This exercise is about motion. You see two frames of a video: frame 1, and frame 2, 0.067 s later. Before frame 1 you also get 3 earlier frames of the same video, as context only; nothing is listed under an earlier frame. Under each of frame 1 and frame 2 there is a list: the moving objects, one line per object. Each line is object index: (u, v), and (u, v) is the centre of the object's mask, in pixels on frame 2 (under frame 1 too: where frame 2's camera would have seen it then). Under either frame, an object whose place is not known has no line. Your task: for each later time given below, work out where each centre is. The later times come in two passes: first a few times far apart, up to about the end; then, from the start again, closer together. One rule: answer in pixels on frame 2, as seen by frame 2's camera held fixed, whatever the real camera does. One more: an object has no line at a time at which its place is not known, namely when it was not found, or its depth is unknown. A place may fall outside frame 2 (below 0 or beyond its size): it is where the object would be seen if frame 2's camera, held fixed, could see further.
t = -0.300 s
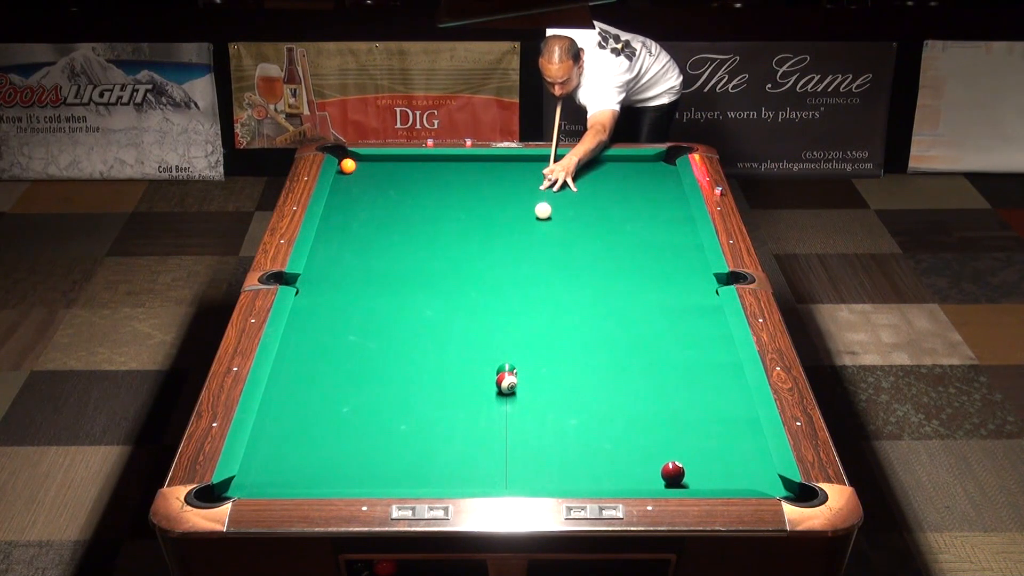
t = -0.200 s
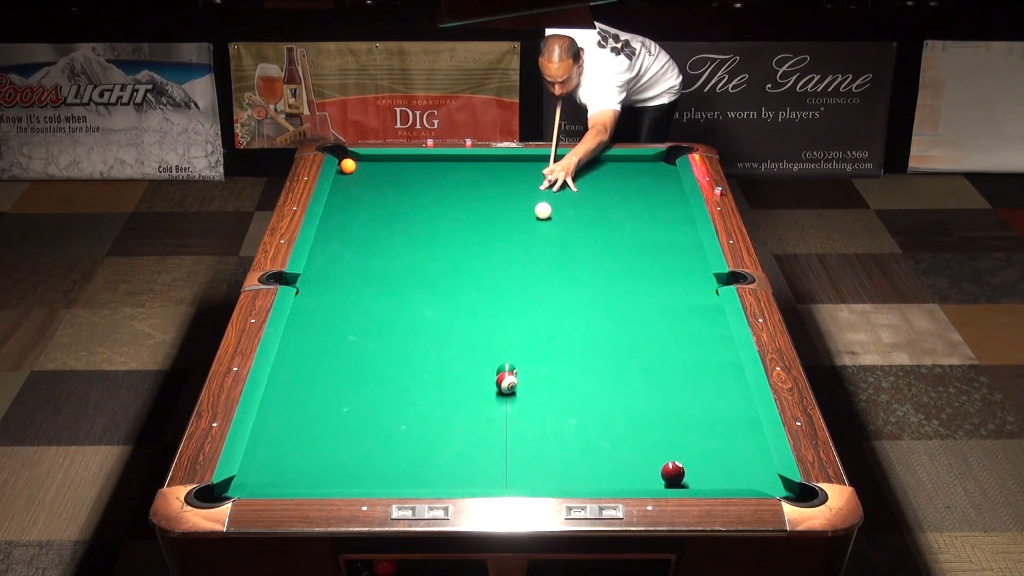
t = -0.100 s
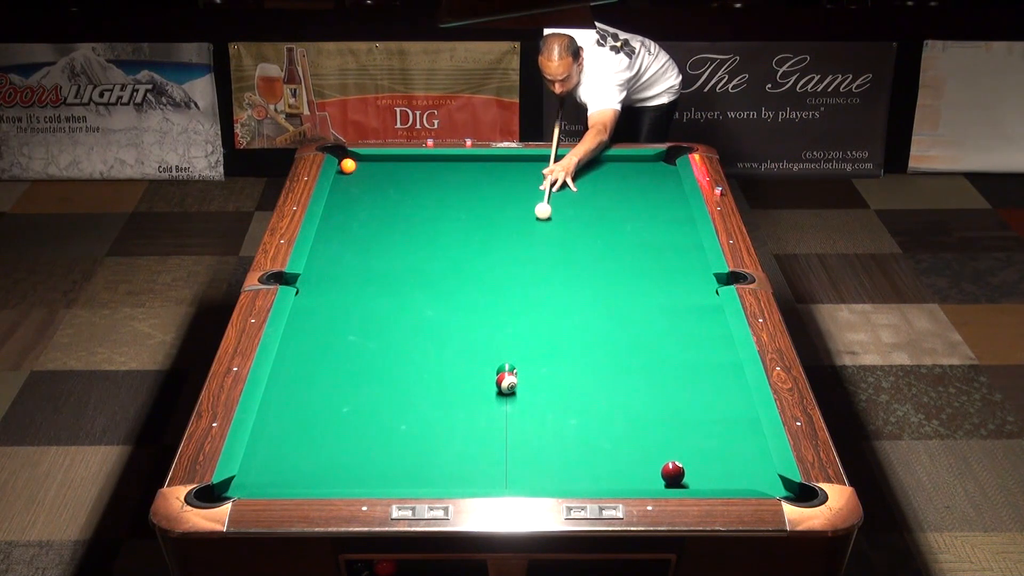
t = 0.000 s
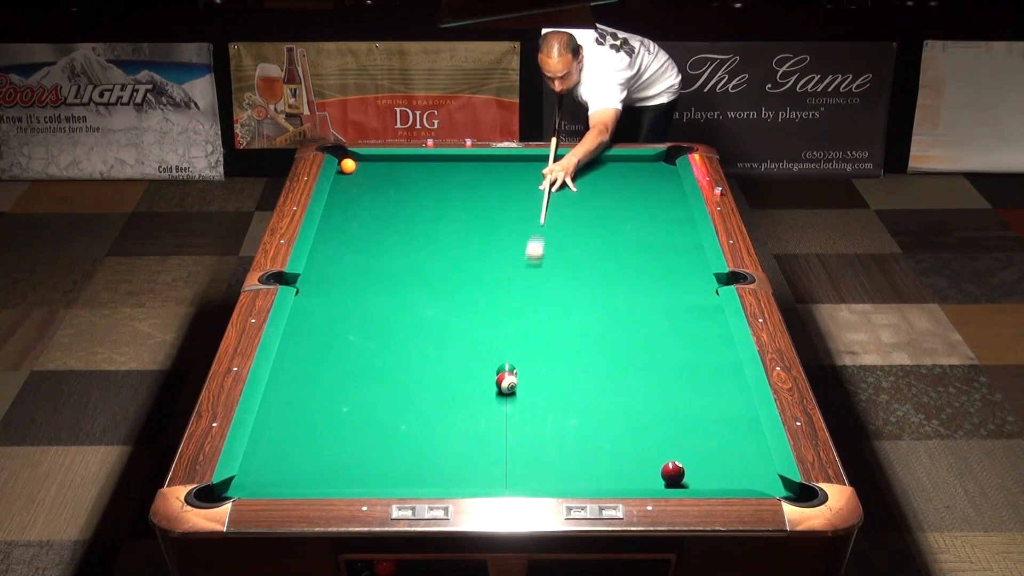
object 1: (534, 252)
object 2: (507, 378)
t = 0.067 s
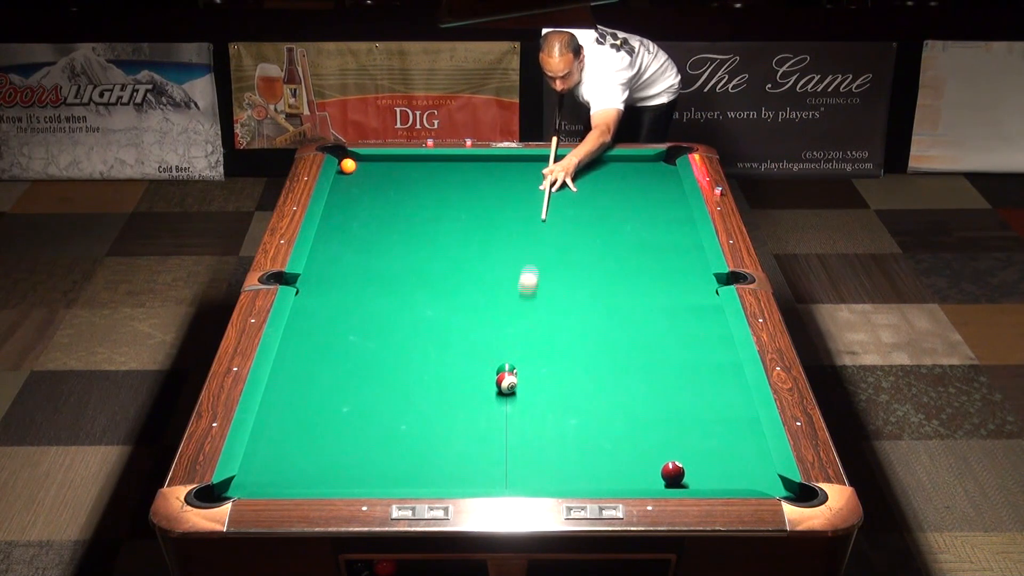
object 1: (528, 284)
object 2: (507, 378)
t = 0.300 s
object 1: (520, 362)
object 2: (502, 418)
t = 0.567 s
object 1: (550, 342)
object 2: (483, 441)
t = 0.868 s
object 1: (578, 318)
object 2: (468, 370)
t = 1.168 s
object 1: (604, 296)
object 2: (455, 313)
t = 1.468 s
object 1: (627, 276)
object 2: (443, 265)
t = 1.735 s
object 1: (646, 260)
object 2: (435, 228)
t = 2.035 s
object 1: (665, 244)
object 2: (426, 193)
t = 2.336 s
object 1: (683, 230)
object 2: (419, 162)
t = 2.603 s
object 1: (680, 220)
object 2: (412, 171)
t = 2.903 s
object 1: (667, 211)
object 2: (404, 187)
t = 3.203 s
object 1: (656, 203)
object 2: (396, 204)
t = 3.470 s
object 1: (647, 197)
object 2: (388, 220)
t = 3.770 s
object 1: (638, 190)
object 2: (380, 237)
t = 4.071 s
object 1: (630, 185)
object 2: (372, 254)
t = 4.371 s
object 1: (623, 180)
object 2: (363, 273)
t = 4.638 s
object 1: (617, 177)
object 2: (355, 289)
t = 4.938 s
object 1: (612, 173)
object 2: (347, 308)
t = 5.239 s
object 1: (607, 170)
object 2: (338, 327)
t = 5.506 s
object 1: (605, 168)
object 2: (331, 343)
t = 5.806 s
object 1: (602, 167)
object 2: (322, 361)
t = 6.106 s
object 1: (601, 166)
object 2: (314, 380)
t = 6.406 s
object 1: (599, 165)
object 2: (305, 399)
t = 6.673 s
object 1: (599, 165)
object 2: (298, 415)
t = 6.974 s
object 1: (599, 165)
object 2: (290, 432)
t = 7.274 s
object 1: (599, 165)
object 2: (282, 450)
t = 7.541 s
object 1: (599, 165)
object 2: (276, 465)
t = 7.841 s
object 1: (599, 165)
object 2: (269, 480)
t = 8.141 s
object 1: (599, 165)
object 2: (265, 481)
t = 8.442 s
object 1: (599, 165)
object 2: (263, 477)
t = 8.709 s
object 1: (599, 165)
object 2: (262, 473)
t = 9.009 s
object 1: (599, 165)
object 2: (259, 468)
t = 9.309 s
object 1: (599, 165)
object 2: (261, 468)
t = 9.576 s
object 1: (599, 165)
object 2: (261, 468)
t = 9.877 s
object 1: (599, 165)
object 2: (262, 468)
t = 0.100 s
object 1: (524, 301)
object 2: (507, 378)
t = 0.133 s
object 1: (521, 317)
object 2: (506, 378)
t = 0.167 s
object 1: (517, 334)
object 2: (506, 378)
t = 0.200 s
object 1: (514, 351)
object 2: (506, 378)
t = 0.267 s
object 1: (516, 363)
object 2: (502, 388)
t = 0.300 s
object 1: (520, 362)
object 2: (502, 418)
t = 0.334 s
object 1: (524, 361)
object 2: (500, 436)
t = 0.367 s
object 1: (529, 359)
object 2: (498, 454)
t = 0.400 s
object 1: (532, 357)
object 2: (496, 472)
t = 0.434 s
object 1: (536, 354)
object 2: (492, 479)
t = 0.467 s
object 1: (540, 351)
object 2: (490, 471)
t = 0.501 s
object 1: (543, 348)
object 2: (488, 462)
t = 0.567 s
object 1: (550, 342)
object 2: (483, 441)
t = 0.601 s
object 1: (553, 339)
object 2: (482, 433)
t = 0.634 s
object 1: (556, 337)
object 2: (480, 425)
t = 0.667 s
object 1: (560, 334)
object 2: (478, 415)
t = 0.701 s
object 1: (563, 331)
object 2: (476, 409)
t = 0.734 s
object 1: (566, 328)
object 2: (475, 400)
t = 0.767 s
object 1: (569, 325)
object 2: (473, 392)
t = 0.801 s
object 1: (572, 323)
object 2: (471, 385)
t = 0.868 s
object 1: (578, 318)
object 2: (468, 370)
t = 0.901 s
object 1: (581, 315)
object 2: (466, 364)
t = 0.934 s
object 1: (584, 313)
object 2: (465, 356)
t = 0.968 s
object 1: (587, 310)
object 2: (463, 351)
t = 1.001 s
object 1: (590, 308)
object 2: (462, 344)
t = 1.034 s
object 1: (593, 305)
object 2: (460, 337)
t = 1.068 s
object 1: (596, 303)
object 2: (459, 331)
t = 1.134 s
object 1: (601, 298)
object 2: (456, 319)
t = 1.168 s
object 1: (604, 296)
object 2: (455, 313)
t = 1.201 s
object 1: (607, 294)
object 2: (453, 307)
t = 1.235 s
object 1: (609, 291)
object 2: (452, 301)
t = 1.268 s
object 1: (612, 289)
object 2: (451, 296)
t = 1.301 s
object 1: (615, 287)
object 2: (450, 290)
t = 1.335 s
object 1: (617, 284)
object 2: (448, 285)
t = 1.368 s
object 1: (620, 283)
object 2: (447, 280)
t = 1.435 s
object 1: (625, 278)
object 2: (445, 270)
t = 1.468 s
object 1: (627, 276)
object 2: (443, 265)
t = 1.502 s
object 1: (629, 274)
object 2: (442, 260)
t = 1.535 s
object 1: (632, 272)
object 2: (441, 256)
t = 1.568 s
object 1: (634, 270)
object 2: (440, 250)
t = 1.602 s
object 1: (637, 268)
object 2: (439, 246)
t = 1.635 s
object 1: (639, 266)
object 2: (437, 241)
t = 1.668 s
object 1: (641, 264)
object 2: (437, 237)
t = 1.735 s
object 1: (646, 260)
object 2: (435, 228)
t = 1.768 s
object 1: (648, 258)
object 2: (433, 224)
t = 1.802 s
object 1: (650, 257)
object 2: (433, 220)
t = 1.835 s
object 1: (653, 255)
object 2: (432, 216)
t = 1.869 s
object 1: (655, 253)
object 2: (431, 211)
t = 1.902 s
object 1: (657, 251)
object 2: (430, 208)
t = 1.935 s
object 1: (659, 249)
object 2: (429, 203)
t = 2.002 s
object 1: (663, 246)
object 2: (427, 196)
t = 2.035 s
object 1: (665, 244)
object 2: (426, 193)
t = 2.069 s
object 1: (667, 243)
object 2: (425, 189)
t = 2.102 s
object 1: (669, 241)
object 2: (424, 185)
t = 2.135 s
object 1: (671, 239)
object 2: (424, 182)
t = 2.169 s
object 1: (673, 238)
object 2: (423, 177)
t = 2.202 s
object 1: (675, 236)
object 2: (421, 175)
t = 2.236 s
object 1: (677, 235)
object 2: (420, 171)
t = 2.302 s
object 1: (681, 232)
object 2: (420, 165)
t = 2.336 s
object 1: (683, 230)
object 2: (419, 162)
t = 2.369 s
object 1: (685, 229)
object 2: (417, 159)
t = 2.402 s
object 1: (686, 227)
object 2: (416, 159)
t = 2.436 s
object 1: (687, 226)
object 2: (416, 162)
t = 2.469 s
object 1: (686, 225)
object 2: (415, 164)
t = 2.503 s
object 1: (684, 224)
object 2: (415, 165)
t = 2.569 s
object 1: (681, 221)
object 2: (413, 169)
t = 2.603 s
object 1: (680, 220)
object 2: (412, 171)
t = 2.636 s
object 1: (678, 219)
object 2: (411, 172)
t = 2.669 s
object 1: (677, 218)
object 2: (410, 174)
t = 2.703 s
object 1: (675, 217)
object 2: (409, 176)
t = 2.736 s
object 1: (674, 216)
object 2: (408, 178)
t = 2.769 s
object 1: (673, 215)
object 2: (408, 180)
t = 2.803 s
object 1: (671, 214)
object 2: (407, 181)
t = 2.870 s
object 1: (669, 212)
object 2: (405, 186)
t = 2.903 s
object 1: (667, 211)
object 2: (404, 187)
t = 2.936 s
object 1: (666, 210)
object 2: (403, 189)
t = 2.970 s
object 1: (665, 209)
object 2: (402, 190)
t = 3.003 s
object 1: (664, 208)
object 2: (401, 193)
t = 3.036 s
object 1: (662, 207)
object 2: (401, 195)
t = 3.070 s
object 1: (661, 206)
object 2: (400, 196)
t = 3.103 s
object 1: (660, 205)
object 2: (399, 198)
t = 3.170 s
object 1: (657, 204)
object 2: (397, 203)
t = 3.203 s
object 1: (656, 203)
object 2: (396, 204)
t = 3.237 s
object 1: (655, 202)
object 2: (395, 206)
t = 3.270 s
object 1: (654, 201)
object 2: (394, 207)
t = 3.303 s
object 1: (653, 200)
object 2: (393, 210)
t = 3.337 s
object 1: (652, 200)
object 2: (392, 212)
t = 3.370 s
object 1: (651, 199)
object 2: (391, 214)
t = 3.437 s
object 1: (648, 197)
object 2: (390, 217)
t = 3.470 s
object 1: (647, 197)
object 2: (388, 220)
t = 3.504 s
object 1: (646, 196)
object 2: (387, 221)
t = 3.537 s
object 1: (645, 195)
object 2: (386, 223)
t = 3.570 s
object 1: (644, 195)
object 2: (385, 225)
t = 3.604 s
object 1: (643, 194)
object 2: (384, 227)
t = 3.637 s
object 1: (642, 193)
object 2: (384, 229)
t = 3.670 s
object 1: (641, 192)
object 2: (383, 231)
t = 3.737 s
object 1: (639, 191)
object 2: (381, 234)
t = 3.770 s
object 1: (638, 190)
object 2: (380, 237)
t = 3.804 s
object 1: (637, 190)
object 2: (379, 239)
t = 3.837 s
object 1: (636, 189)
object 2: (378, 241)
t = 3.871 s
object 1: (635, 188)
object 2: (377, 243)
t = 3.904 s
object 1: (634, 188)
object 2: (376, 244)
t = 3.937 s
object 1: (633, 187)
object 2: (375, 247)
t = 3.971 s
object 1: (633, 187)
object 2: (374, 249)
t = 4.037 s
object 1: (631, 186)
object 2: (373, 252)
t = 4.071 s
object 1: (630, 185)
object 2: (372, 254)
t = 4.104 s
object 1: (629, 184)
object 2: (371, 257)
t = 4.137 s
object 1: (628, 184)
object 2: (369, 259)
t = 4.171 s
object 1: (627, 183)
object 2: (369, 261)
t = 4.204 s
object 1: (627, 183)
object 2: (368, 263)
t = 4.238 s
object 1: (626, 182)
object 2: (366, 265)
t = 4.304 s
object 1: (624, 181)
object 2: (365, 269)
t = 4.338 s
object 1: (624, 181)
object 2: (364, 271)
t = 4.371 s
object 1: (623, 180)
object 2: (363, 273)
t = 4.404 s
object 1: (622, 180)
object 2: (362, 274)
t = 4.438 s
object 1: (621, 179)
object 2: (361, 277)
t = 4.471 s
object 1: (621, 179)
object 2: (360, 279)
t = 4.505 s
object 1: (620, 178)
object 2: (359, 281)
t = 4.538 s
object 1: (619, 178)
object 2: (358, 283)
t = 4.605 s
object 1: (618, 177)
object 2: (356, 287)
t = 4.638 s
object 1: (617, 177)
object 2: (355, 289)
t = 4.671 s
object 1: (617, 176)
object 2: (355, 291)
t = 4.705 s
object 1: (616, 176)
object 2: (353, 293)
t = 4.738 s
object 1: (615, 176)
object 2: (353, 295)
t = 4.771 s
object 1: (615, 175)
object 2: (352, 297)
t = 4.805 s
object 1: (614, 175)
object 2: (351, 299)
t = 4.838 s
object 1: (614, 174)
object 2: (349, 302)
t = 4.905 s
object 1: (612, 174)
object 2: (347, 306)
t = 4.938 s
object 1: (612, 173)
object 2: (347, 308)
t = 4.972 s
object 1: (611, 173)
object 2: (345, 309)
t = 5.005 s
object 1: (611, 173)
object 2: (344, 312)
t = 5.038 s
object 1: (610, 172)
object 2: (344, 314)
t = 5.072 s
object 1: (610, 172)
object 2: (343, 316)
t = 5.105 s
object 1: (609, 172)
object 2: (342, 318)
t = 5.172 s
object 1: (608, 171)
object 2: (340, 321)
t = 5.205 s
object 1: (608, 171)
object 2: (339, 324)
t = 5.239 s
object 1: (607, 170)
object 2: (338, 327)
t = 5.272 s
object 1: (607, 170)
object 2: (337, 329)
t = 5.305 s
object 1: (607, 170)
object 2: (336, 330)
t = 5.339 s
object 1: (606, 170)
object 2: (335, 332)
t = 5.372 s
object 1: (606, 169)
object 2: (334, 334)
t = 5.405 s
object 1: (606, 169)
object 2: (333, 337)
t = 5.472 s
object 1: (605, 169)
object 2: (331, 341)
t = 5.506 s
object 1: (605, 168)
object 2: (331, 343)
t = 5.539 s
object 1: (604, 168)
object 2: (329, 345)
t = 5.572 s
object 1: (604, 168)
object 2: (329, 346)
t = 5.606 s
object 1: (604, 168)
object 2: (328, 349)
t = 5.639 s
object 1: (604, 168)
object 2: (327, 351)
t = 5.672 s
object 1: (603, 167)
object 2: (326, 354)
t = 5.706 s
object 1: (603, 167)
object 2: (325, 356)
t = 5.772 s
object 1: (602, 167)
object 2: (323, 359)
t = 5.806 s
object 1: (602, 167)
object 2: (322, 361)
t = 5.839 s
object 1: (602, 167)
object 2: (321, 363)
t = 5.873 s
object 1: (602, 166)
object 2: (320, 366)
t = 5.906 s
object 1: (602, 166)
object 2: (319, 368)
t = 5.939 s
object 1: (601, 166)
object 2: (318, 370)
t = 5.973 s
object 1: (601, 166)
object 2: (317, 372)
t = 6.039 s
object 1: (601, 166)
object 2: (316, 375)
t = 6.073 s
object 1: (601, 166)
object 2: (315, 377)
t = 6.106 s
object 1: (601, 166)
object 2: (314, 380)
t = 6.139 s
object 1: (600, 165)
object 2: (313, 382)
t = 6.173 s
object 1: (600, 165)
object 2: (312, 384)
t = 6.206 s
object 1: (600, 165)
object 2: (311, 386)
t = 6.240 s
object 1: (600, 165)
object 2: (310, 388)
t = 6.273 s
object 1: (600, 165)
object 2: (309, 390)
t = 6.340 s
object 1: (600, 165)
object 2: (307, 395)
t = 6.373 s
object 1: (600, 165)
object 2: (306, 397)
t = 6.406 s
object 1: (599, 165)
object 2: (305, 399)
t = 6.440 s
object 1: (599, 165)
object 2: (304, 400)
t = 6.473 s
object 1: (599, 165)
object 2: (303, 402)
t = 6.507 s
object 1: (599, 165)
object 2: (303, 404)
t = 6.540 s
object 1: (599, 165)
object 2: (302, 406)
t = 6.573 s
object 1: (599, 165)
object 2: (301, 408)
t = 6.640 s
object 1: (599, 165)
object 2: (299, 413)
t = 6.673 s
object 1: (599, 165)
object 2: (298, 415)
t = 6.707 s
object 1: (599, 165)
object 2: (297, 417)
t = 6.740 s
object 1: (599, 165)
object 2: (296, 419)
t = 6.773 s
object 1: (599, 165)
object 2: (295, 420)
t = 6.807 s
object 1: (599, 165)
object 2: (294, 422)
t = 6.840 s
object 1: (599, 165)
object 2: (293, 424)
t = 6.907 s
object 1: (599, 165)
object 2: (292, 429)
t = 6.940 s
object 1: (599, 165)
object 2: (291, 431)
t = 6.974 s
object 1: (599, 165)
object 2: (290, 432)
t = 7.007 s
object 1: (599, 165)
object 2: (289, 435)
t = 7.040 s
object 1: (599, 165)
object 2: (288, 436)
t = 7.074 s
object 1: (599, 165)
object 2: (288, 438)
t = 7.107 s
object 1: (599, 165)
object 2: (287, 440)
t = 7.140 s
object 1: (599, 165)
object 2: (286, 442)
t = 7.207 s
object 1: (599, 165)
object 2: (284, 447)
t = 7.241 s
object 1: (599, 165)
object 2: (283, 449)
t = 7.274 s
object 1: (599, 165)
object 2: (282, 450)
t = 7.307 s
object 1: (599, 165)
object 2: (282, 452)
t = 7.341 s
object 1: (599, 165)
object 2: (281, 454)
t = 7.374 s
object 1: (599, 165)
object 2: (280, 456)
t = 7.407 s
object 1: (599, 165)
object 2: (279, 457)
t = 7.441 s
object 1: (599, 165)
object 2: (278, 460)
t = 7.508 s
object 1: (599, 165)
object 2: (277, 464)
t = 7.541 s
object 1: (599, 165)
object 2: (276, 465)
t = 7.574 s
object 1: (599, 165)
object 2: (275, 467)
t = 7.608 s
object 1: (599, 165)
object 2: (275, 469)
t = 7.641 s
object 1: (599, 165)
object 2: (274, 471)
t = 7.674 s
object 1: (599, 165)
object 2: (273, 472)
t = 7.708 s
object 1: (599, 165)
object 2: (272, 474)
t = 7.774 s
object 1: (599, 165)
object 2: (271, 477)
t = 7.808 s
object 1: (599, 165)
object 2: (270, 479)
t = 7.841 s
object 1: (599, 165)
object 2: (269, 480)
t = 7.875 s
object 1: (599, 165)
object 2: (268, 481)
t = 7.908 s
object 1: (599, 165)
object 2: (268, 482)
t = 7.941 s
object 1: (599, 165)
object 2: (267, 483)
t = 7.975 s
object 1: (599, 165)
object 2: (267, 483)
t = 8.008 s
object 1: (599, 165)
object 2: (266, 483)
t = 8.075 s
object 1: (599, 165)
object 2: (266, 482)
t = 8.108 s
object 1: (599, 165)
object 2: (265, 482)
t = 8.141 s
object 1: (599, 165)
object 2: (265, 481)
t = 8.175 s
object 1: (599, 165)
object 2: (265, 481)
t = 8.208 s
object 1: (599, 165)
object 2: (264, 480)
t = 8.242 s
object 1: (599, 165)
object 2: (264, 480)
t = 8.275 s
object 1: (599, 165)
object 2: (264, 479)
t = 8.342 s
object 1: (599, 165)
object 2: (263, 478)
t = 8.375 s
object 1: (599, 165)
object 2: (263, 478)
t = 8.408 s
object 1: (599, 165)
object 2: (263, 477)
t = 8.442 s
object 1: (599, 165)
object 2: (263, 477)
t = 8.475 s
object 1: (599, 165)
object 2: (263, 476)
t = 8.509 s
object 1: (599, 165)
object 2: (262, 476)
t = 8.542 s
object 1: (599, 165)
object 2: (262, 476)
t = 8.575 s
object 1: (599, 165)
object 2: (262, 475)
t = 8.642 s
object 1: (599, 165)
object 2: (262, 474)
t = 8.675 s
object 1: (599, 164)
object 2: (262, 473)
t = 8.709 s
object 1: (599, 165)
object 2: (262, 473)
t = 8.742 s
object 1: (599, 165)
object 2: (262, 472)
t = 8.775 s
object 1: (599, 165)
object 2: (262, 470)
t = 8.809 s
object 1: (599, 165)
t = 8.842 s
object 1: (599, 165)
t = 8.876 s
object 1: (599, 165)
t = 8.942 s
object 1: (599, 165)
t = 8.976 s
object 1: (599, 165)
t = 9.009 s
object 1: (599, 165)
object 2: (259, 468)
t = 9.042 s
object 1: (599, 165)
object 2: (261, 469)
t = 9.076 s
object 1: (599, 165)
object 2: (261, 469)
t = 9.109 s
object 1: (599, 165)
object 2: (261, 469)
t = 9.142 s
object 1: (599, 165)
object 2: (261, 469)
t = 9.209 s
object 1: (599, 165)
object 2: (261, 469)
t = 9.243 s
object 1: (599, 165)
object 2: (261, 468)
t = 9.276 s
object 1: (599, 165)
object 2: (261, 468)
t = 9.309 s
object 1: (599, 165)
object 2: (261, 468)
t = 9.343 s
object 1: (599, 165)
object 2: (261, 468)
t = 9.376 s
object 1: (599, 165)
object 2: (261, 468)
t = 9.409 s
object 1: (599, 165)
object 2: (261, 469)
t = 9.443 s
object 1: (599, 165)
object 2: (261, 468)
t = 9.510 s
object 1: (599, 165)
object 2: (261, 468)
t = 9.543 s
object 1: (599, 165)
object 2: (261, 468)
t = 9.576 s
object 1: (599, 165)
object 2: (261, 468)
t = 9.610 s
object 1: (599, 165)
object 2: (261, 468)
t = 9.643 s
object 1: (599, 165)
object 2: (261, 468)
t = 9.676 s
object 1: (599, 165)
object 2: (261, 468)
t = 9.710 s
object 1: (599, 165)
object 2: (261, 468)
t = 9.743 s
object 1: (599, 165)
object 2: (261, 468)
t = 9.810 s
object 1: (599, 165)
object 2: (262, 468)
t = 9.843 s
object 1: (599, 165)
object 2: (262, 468)
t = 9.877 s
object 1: (599, 165)
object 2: (262, 468)
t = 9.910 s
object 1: (599, 165)
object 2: (262, 468)
